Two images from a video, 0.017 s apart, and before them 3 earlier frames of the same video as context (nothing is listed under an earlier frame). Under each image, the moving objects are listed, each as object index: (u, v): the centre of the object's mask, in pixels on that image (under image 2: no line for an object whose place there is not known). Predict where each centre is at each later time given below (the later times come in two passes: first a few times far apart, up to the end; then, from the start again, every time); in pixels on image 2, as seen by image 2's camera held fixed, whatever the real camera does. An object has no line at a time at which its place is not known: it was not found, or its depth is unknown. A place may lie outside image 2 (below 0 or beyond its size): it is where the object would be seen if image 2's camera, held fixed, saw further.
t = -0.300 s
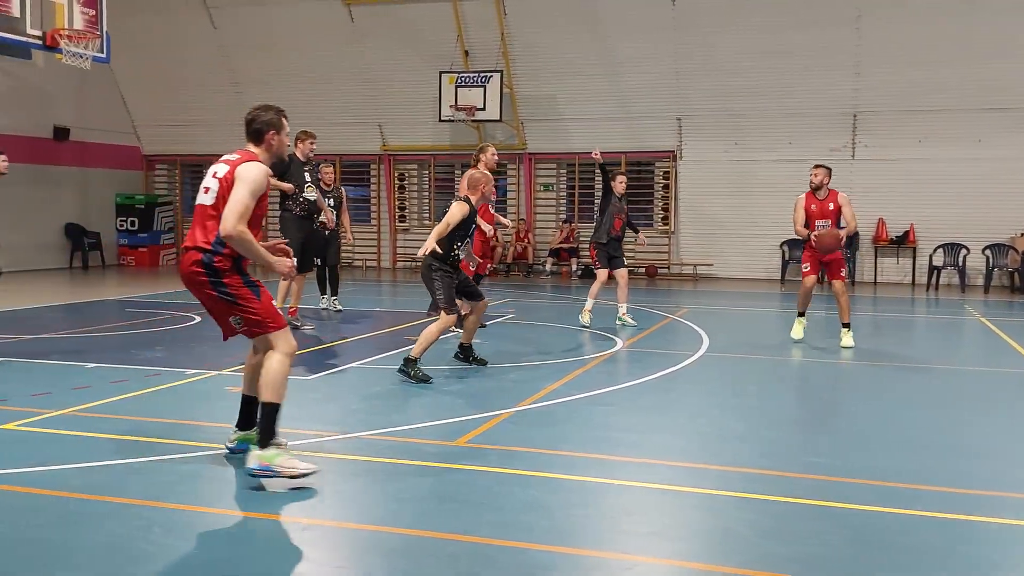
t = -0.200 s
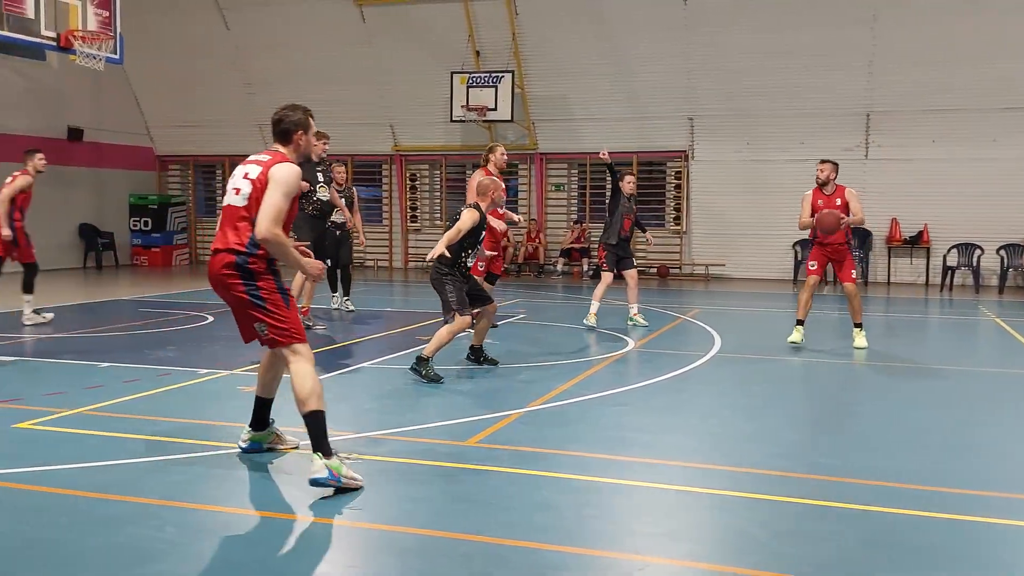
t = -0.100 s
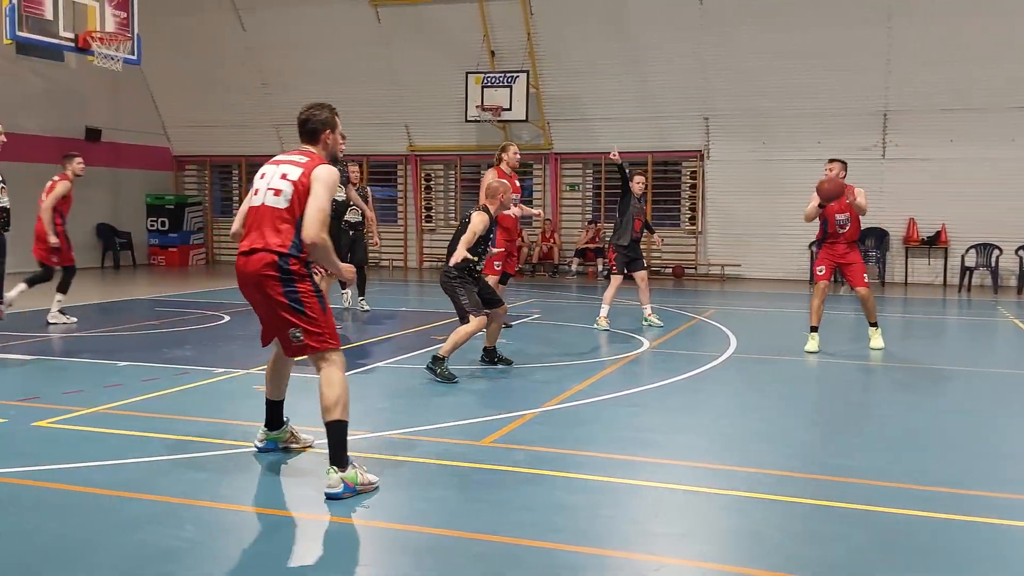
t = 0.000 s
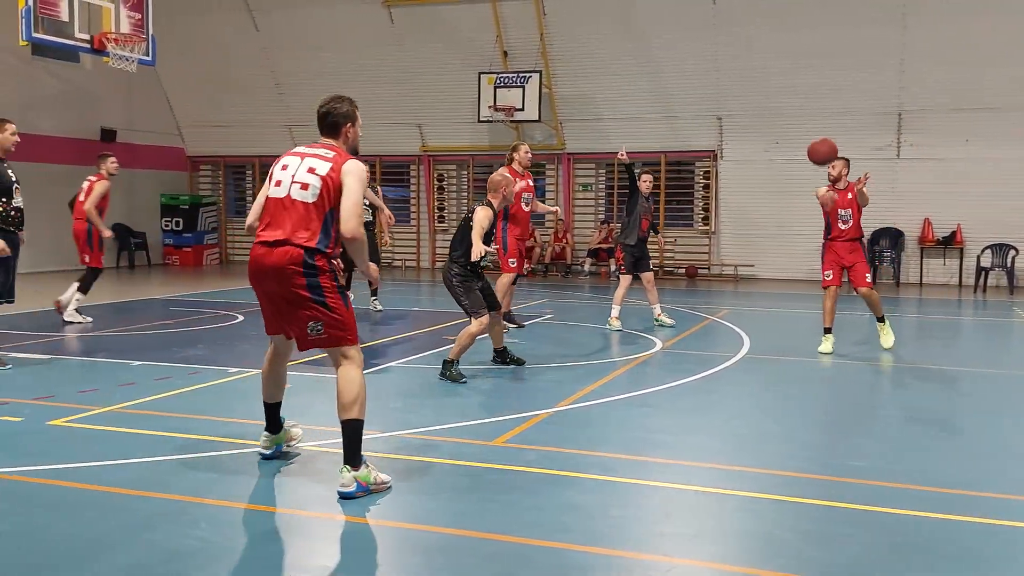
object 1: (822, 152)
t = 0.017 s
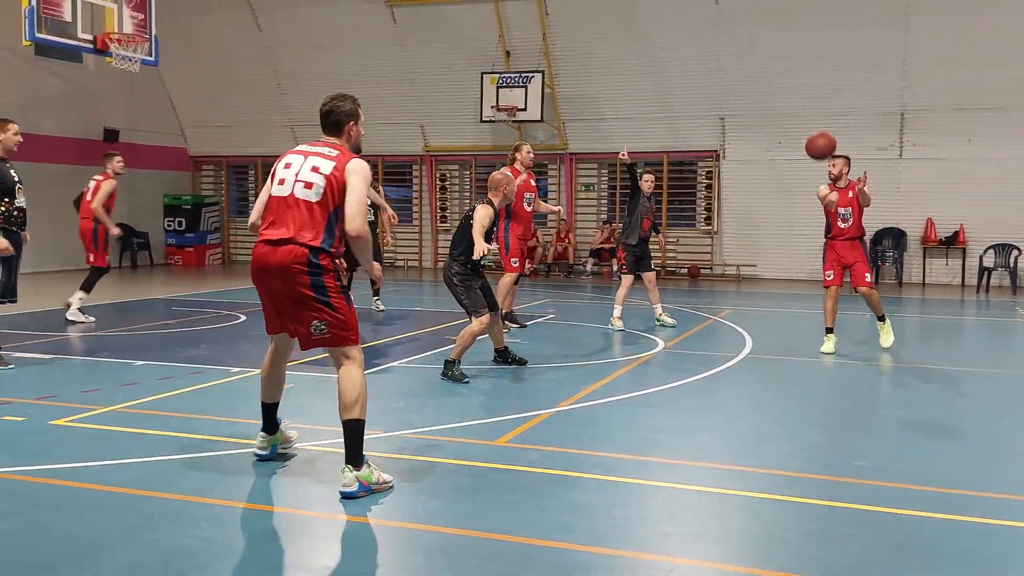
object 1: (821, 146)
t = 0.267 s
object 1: (740, 83)
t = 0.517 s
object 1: (612, 95)
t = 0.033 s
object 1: (816, 140)
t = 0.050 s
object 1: (812, 135)
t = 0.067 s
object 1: (807, 130)
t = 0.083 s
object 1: (802, 124)
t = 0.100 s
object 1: (797, 119)
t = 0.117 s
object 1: (792, 115)
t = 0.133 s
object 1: (787, 111)
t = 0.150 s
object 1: (782, 106)
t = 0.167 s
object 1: (776, 102)
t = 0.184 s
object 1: (771, 99)
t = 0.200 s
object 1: (765, 95)
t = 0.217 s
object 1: (759, 92)
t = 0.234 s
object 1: (753, 88)
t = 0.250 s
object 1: (747, 86)
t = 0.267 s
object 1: (740, 83)
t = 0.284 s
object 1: (734, 81)
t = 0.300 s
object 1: (727, 79)
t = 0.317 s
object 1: (719, 78)
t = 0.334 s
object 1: (712, 77)
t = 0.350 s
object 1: (705, 77)
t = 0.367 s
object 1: (696, 77)
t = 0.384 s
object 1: (688, 77)
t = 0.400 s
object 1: (680, 78)
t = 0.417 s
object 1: (671, 78)
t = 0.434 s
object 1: (662, 80)
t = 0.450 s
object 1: (653, 82)
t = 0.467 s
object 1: (643, 84)
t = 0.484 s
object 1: (633, 87)
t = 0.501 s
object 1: (623, 91)
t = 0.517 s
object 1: (612, 95)
